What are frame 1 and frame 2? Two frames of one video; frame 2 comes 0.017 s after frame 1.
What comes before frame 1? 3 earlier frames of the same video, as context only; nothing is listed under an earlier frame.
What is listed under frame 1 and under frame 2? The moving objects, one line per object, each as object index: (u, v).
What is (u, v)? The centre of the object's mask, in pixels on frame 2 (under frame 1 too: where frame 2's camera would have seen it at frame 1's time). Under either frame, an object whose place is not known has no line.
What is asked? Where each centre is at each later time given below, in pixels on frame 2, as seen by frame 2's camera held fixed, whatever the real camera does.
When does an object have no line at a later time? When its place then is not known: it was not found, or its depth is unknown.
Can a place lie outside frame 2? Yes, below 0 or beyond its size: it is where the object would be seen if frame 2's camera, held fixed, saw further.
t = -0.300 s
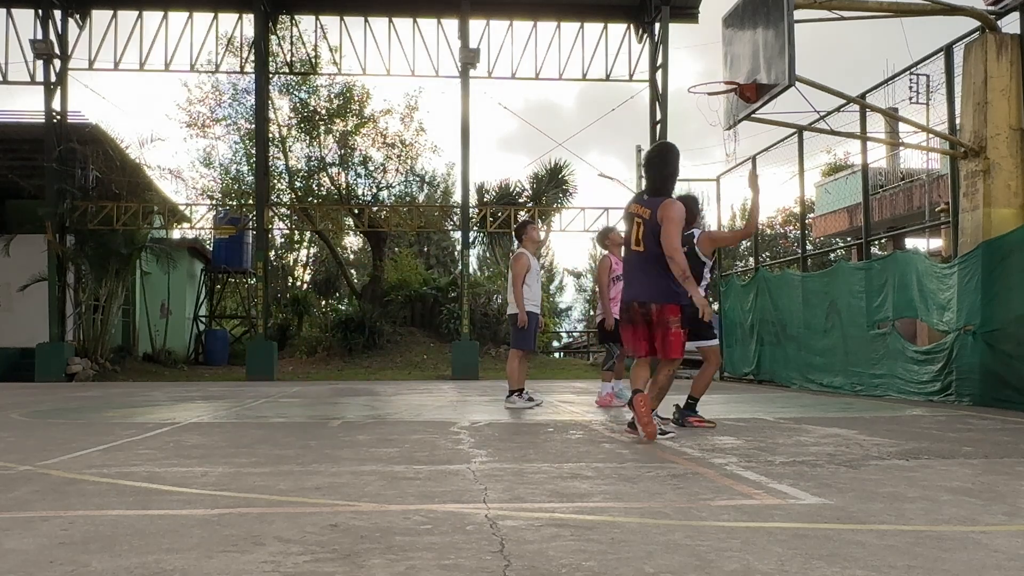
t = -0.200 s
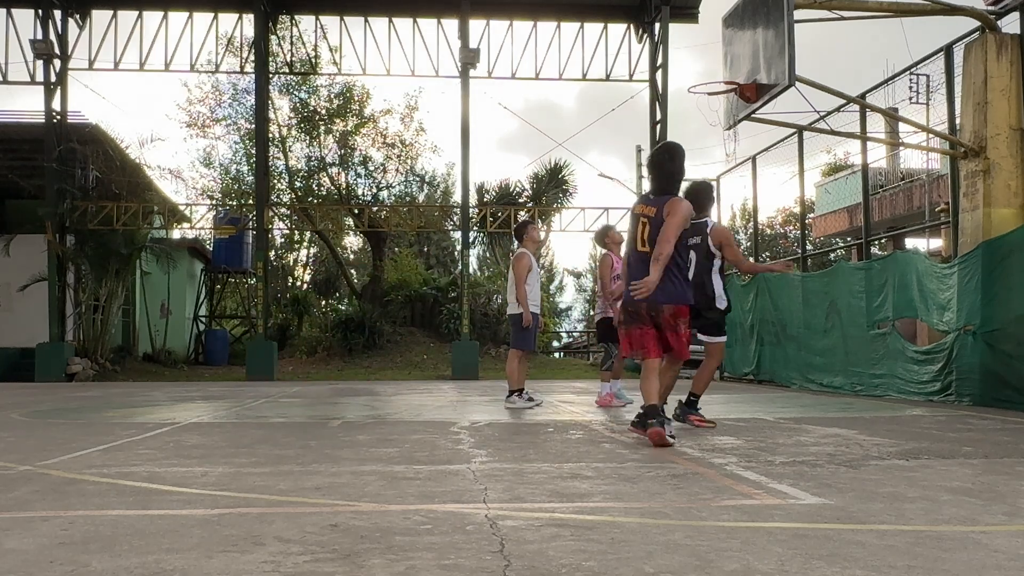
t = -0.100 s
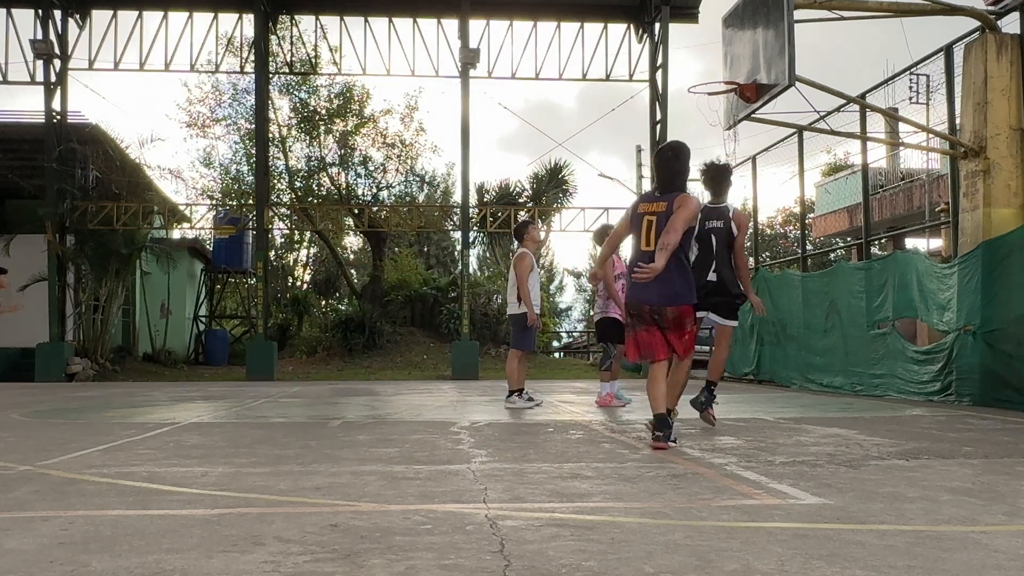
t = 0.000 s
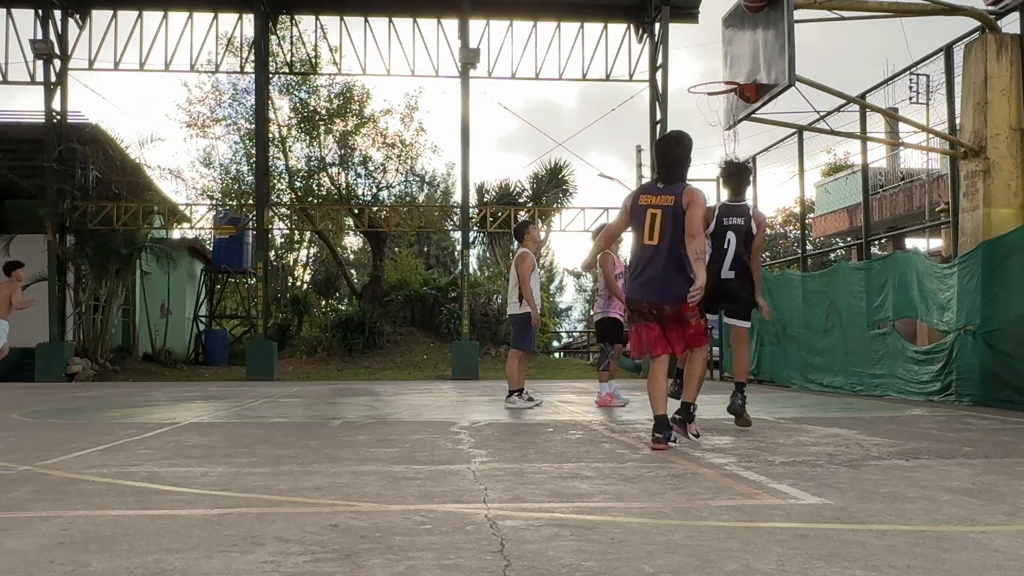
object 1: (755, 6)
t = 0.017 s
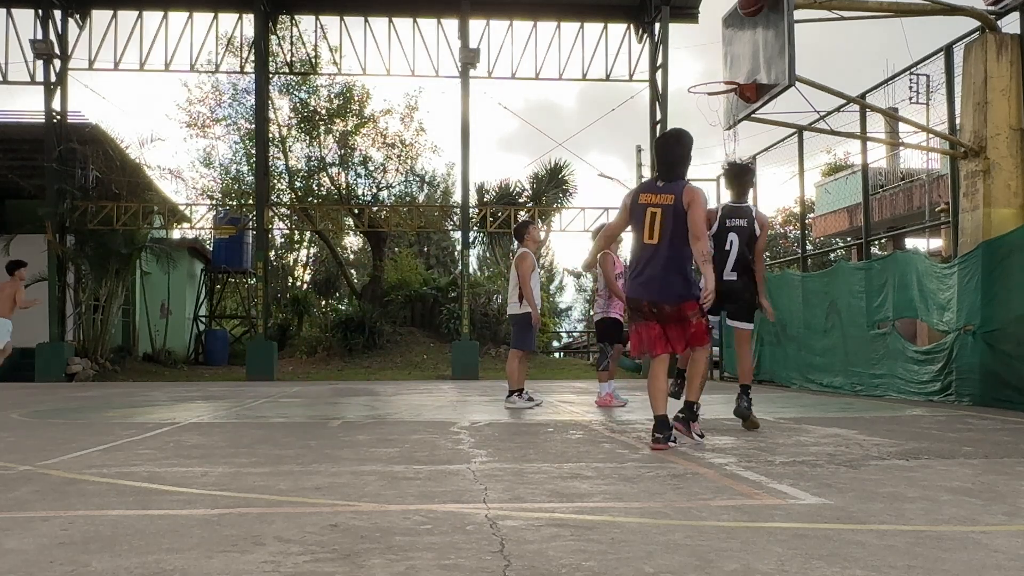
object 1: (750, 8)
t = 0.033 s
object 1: (746, 10)
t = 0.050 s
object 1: (742, 13)
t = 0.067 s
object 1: (737, 19)
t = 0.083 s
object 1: (733, 23)
